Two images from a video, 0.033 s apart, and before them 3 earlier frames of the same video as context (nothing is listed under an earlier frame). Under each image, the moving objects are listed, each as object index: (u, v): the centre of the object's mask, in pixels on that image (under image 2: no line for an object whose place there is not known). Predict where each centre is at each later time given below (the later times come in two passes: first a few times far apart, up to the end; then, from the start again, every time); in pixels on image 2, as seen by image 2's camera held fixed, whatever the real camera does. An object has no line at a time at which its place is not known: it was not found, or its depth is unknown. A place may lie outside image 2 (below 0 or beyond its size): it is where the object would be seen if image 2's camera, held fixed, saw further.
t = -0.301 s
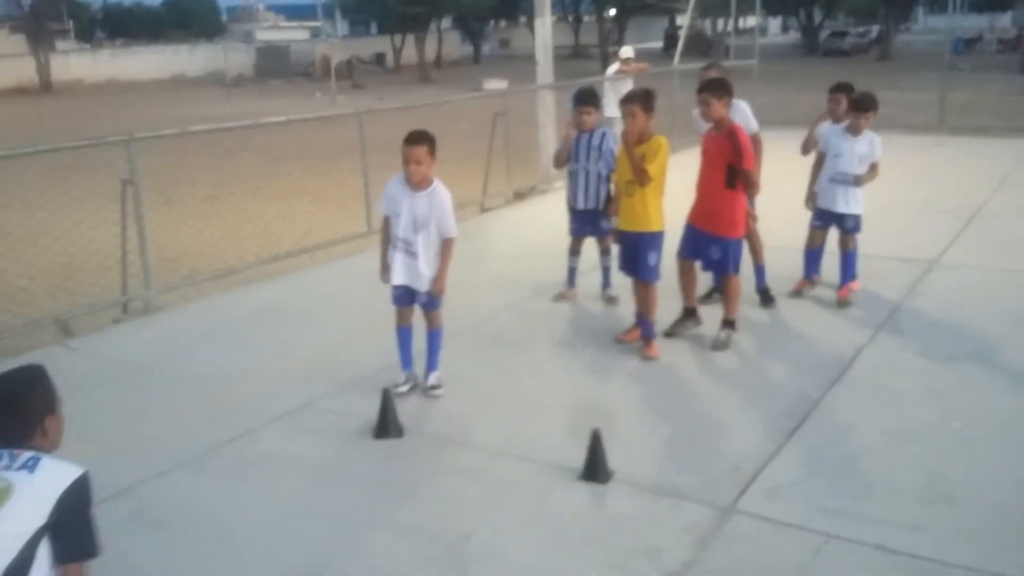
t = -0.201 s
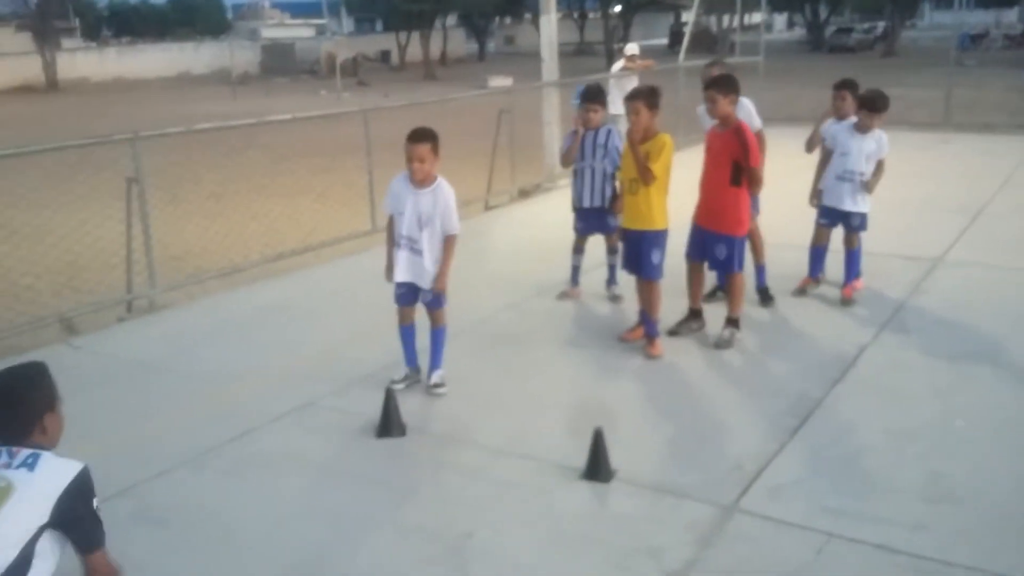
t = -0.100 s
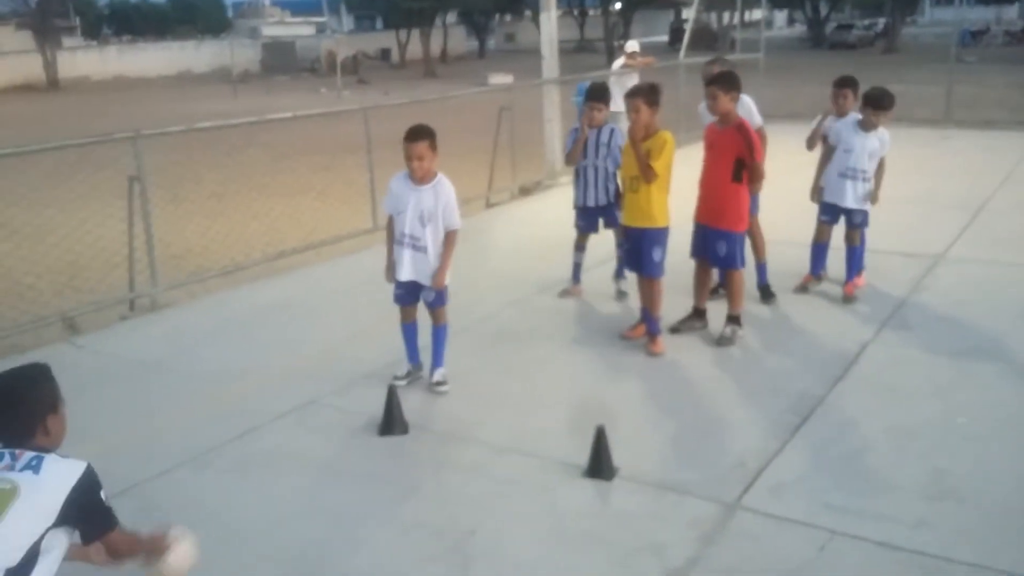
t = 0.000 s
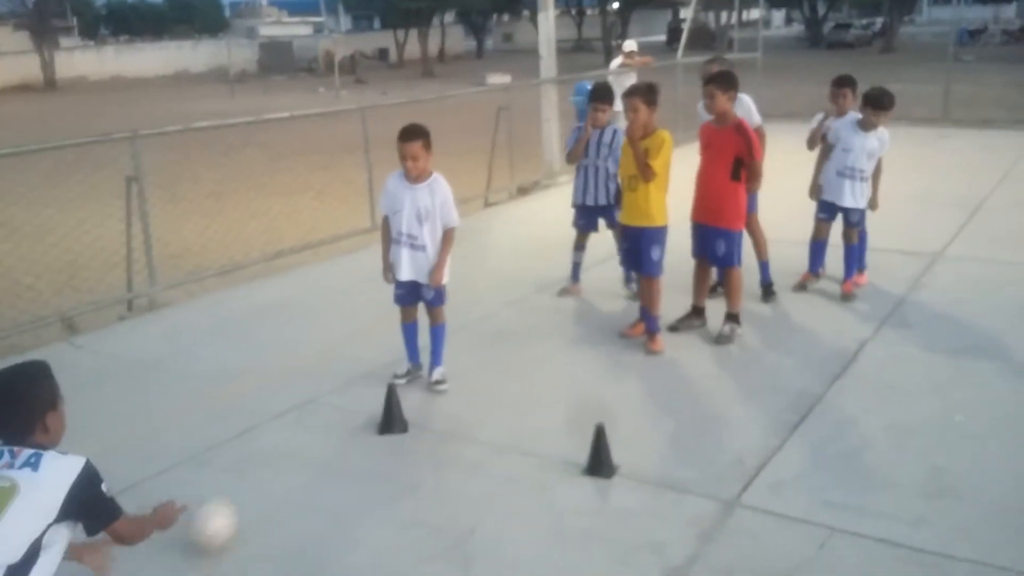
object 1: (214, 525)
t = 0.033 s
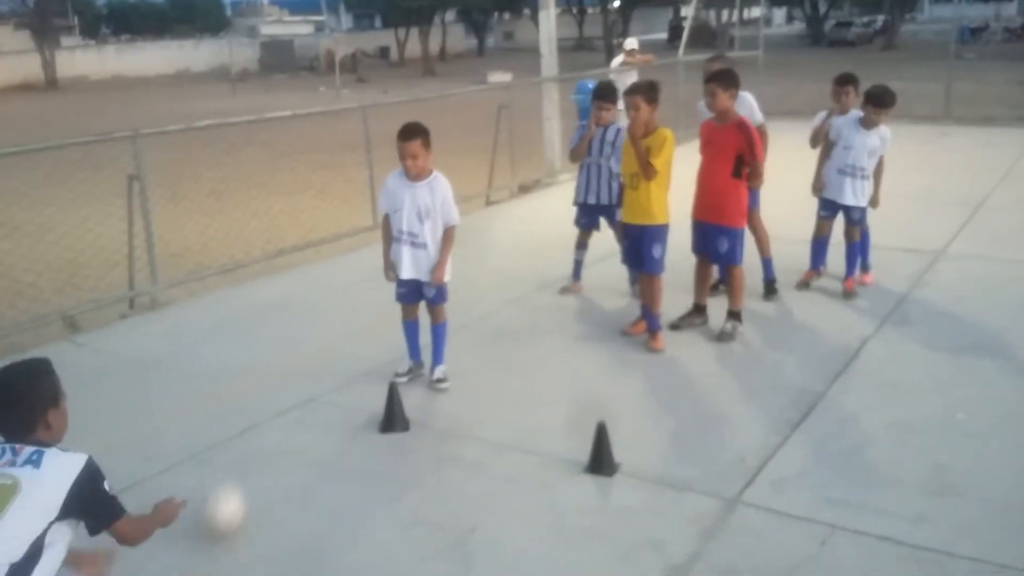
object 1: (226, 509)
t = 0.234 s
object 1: (268, 462)
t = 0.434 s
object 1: (302, 423)
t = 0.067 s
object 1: (232, 497)
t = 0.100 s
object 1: (241, 489)
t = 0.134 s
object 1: (249, 484)
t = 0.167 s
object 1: (255, 476)
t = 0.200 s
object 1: (262, 467)
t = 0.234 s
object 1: (268, 462)
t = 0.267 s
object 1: (274, 455)
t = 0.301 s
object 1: (280, 449)
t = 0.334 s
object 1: (285, 443)
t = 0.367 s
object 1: (290, 436)
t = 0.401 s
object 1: (296, 429)
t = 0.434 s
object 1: (302, 423)
